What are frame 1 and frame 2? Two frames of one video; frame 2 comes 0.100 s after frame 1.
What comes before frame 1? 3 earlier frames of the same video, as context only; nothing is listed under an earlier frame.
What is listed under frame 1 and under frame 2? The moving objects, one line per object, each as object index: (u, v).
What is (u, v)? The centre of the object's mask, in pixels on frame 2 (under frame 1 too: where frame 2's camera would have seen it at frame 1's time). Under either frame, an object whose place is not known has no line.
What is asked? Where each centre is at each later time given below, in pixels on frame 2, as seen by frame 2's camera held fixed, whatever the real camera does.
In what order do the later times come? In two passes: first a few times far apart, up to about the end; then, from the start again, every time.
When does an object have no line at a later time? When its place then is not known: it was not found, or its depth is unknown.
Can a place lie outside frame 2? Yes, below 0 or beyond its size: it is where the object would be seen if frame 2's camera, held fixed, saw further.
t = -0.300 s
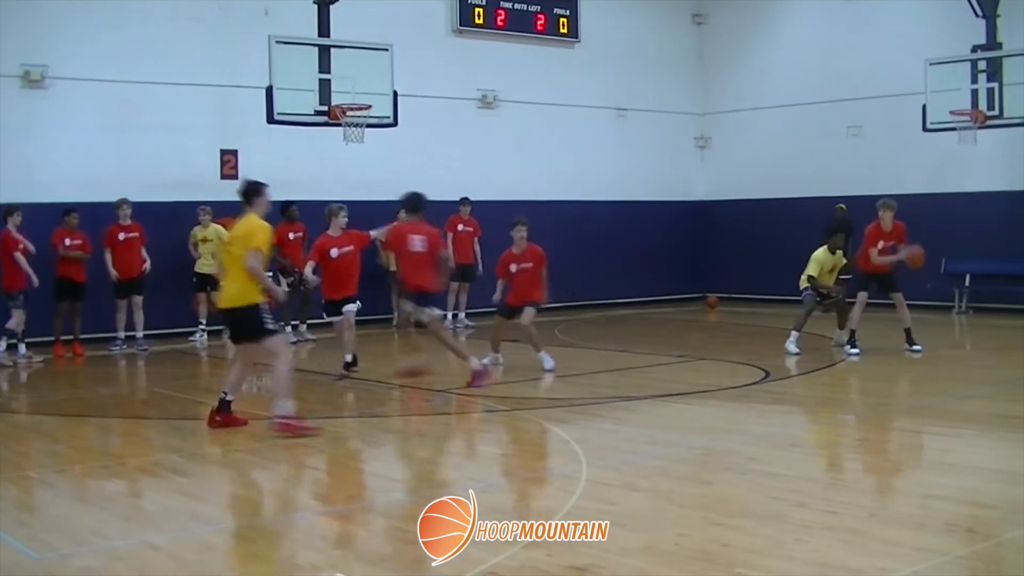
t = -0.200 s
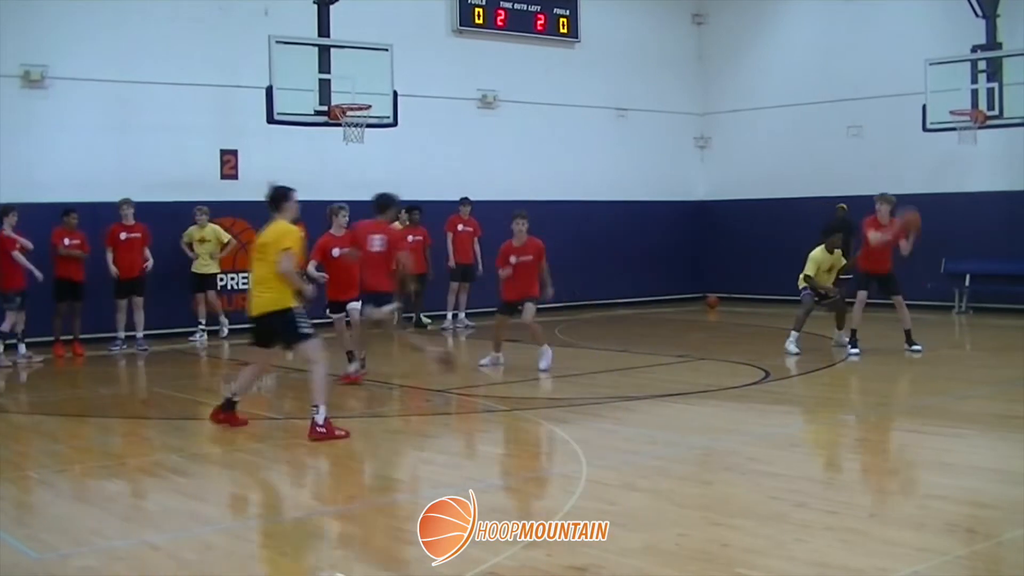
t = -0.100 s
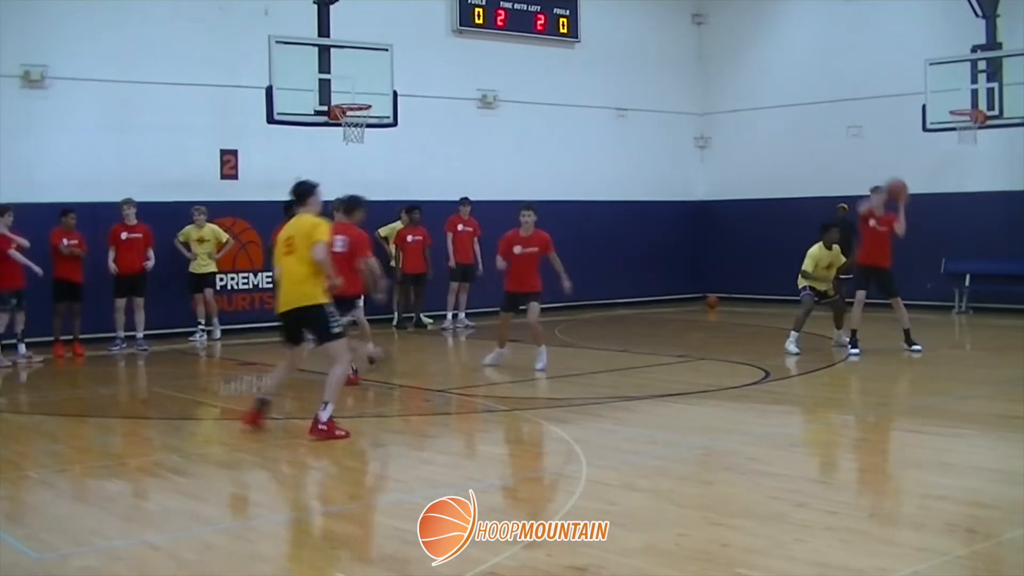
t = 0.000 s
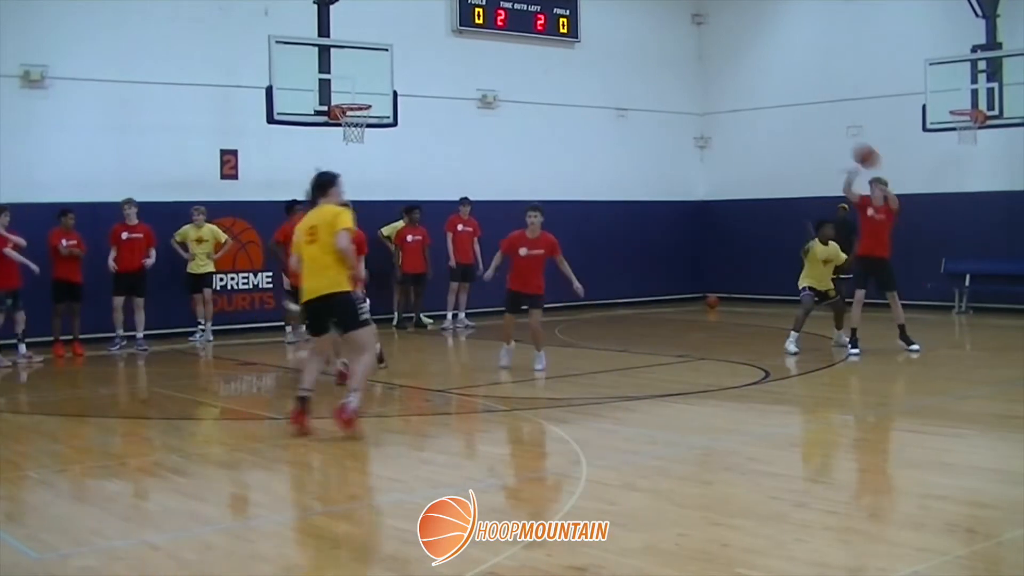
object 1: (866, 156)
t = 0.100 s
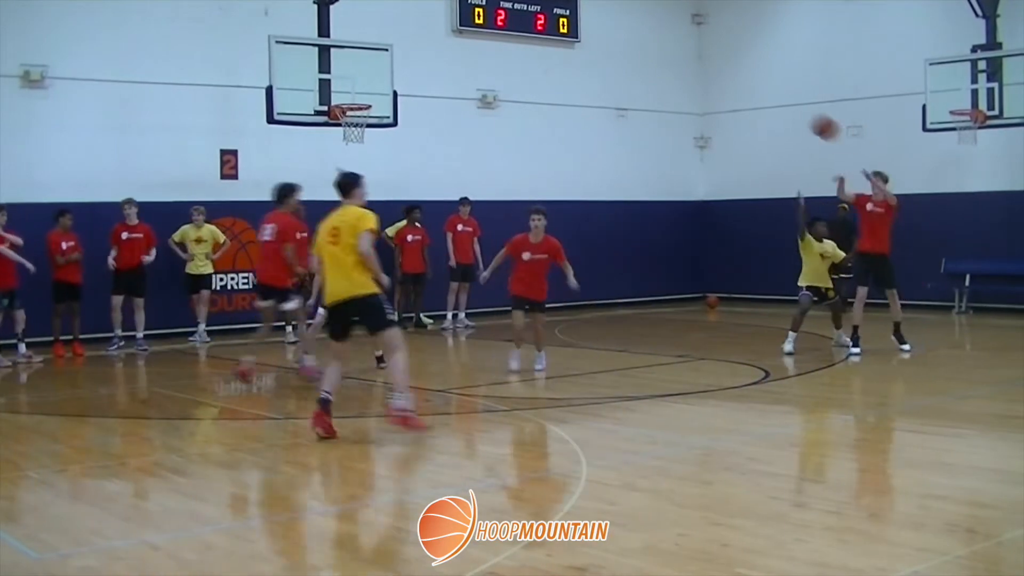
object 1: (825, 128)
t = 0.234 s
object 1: (765, 100)
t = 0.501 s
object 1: (615, 96)
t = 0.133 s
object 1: (810, 119)
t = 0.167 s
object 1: (796, 112)
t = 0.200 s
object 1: (780, 106)
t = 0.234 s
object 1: (765, 100)
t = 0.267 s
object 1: (748, 96)
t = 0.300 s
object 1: (731, 92)
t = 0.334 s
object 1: (714, 90)
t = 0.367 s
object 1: (695, 89)
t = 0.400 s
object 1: (676, 89)
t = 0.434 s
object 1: (657, 90)
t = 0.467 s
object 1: (636, 92)
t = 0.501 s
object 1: (615, 96)
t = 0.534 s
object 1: (593, 102)
